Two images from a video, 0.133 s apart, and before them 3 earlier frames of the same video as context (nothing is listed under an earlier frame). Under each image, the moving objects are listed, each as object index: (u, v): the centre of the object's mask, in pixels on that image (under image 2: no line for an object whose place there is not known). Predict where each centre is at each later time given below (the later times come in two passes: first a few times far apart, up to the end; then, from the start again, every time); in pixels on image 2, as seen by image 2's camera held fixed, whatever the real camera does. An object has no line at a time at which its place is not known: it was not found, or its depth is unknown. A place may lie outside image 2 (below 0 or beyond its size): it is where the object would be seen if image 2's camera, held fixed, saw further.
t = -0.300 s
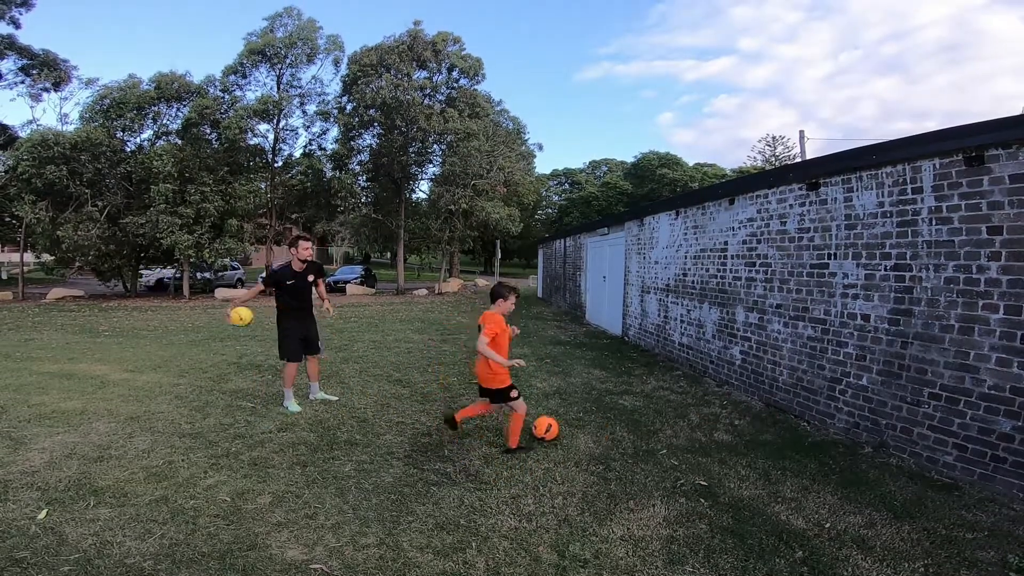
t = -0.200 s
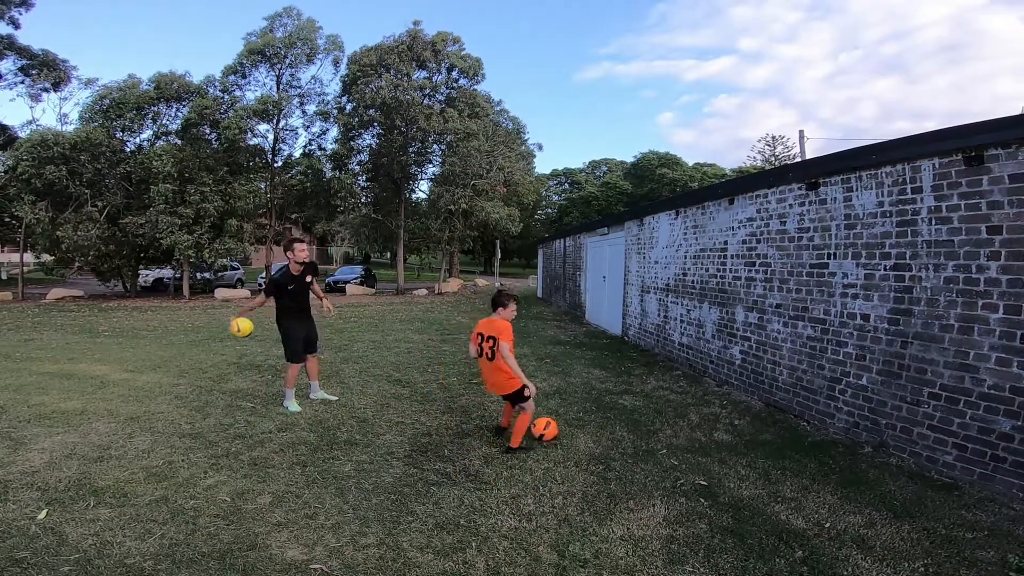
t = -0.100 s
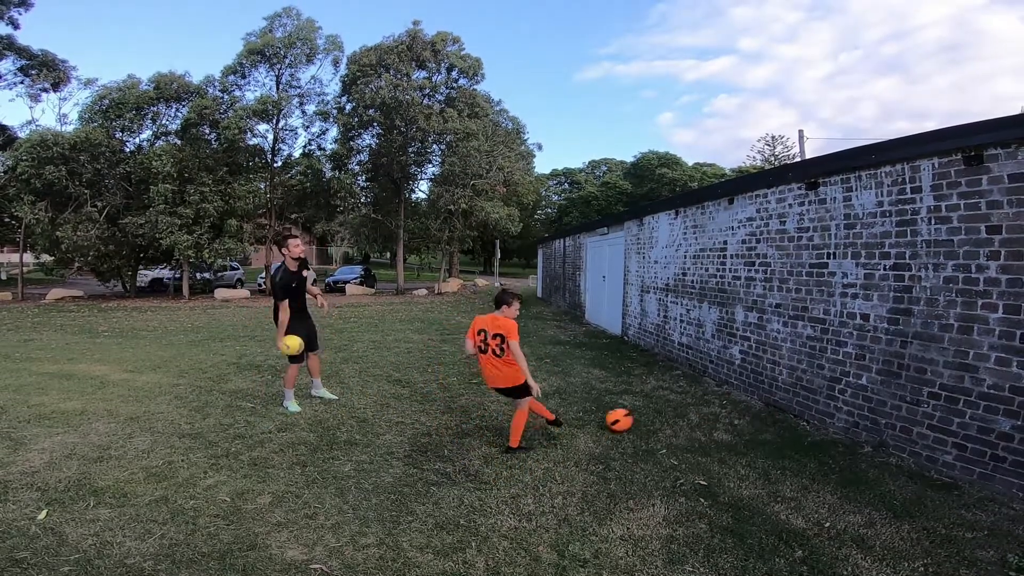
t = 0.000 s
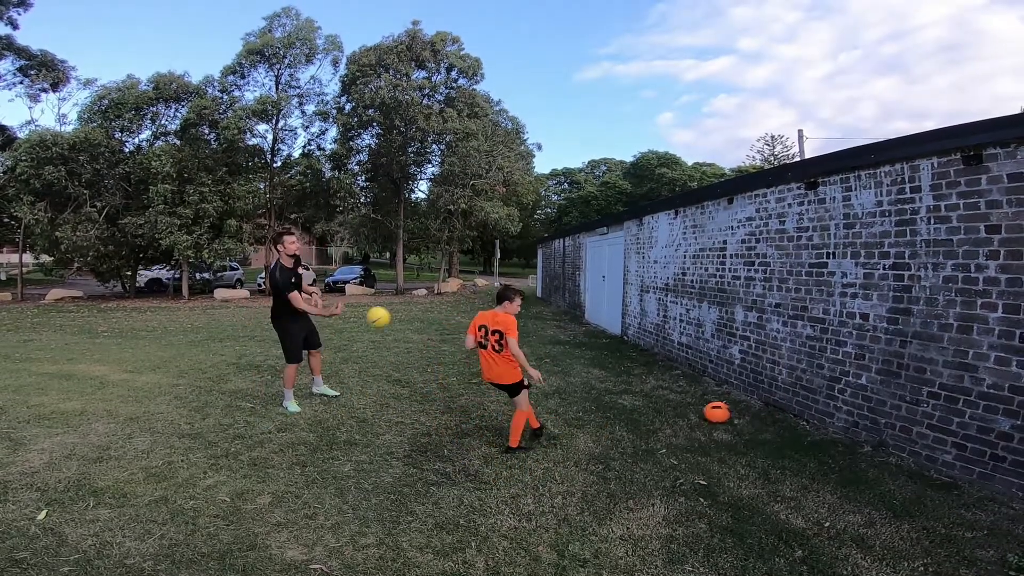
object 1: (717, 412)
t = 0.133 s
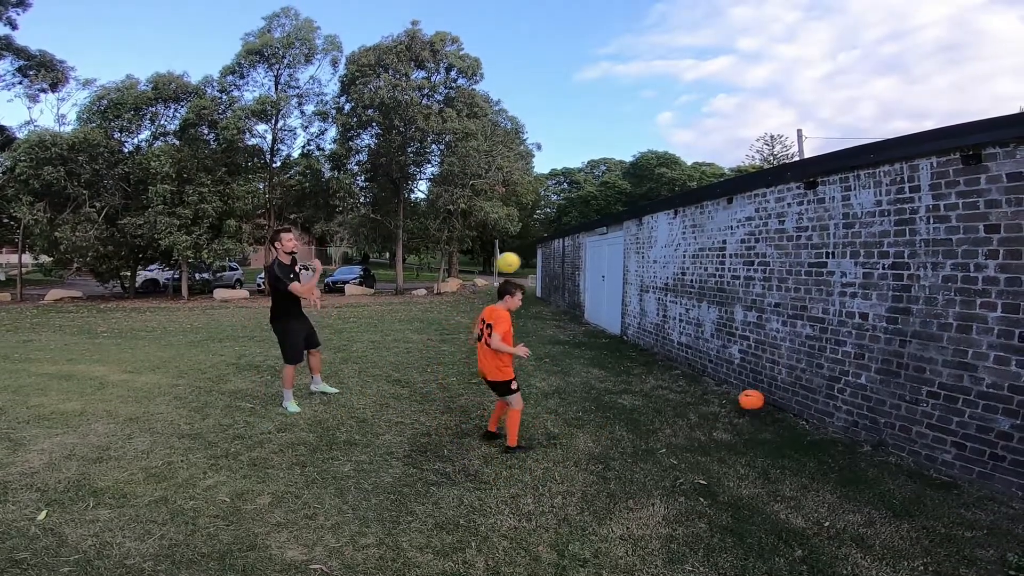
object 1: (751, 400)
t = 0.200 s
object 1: (715, 397)
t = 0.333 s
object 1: (634, 403)
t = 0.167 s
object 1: (733, 398)
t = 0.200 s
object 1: (715, 397)
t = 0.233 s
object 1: (695, 397)
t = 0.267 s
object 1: (675, 398)
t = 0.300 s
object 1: (655, 400)
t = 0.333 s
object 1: (634, 403)
